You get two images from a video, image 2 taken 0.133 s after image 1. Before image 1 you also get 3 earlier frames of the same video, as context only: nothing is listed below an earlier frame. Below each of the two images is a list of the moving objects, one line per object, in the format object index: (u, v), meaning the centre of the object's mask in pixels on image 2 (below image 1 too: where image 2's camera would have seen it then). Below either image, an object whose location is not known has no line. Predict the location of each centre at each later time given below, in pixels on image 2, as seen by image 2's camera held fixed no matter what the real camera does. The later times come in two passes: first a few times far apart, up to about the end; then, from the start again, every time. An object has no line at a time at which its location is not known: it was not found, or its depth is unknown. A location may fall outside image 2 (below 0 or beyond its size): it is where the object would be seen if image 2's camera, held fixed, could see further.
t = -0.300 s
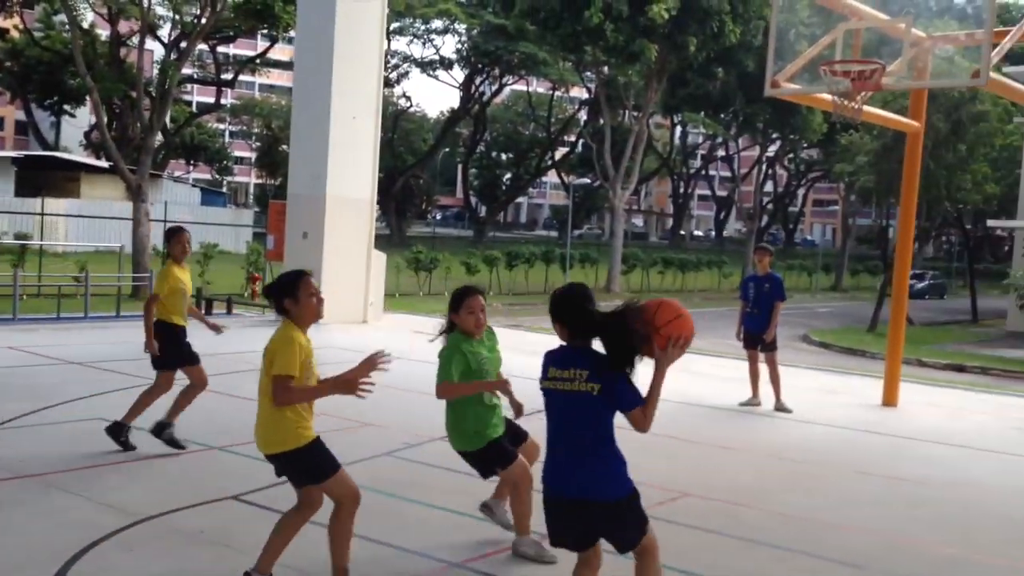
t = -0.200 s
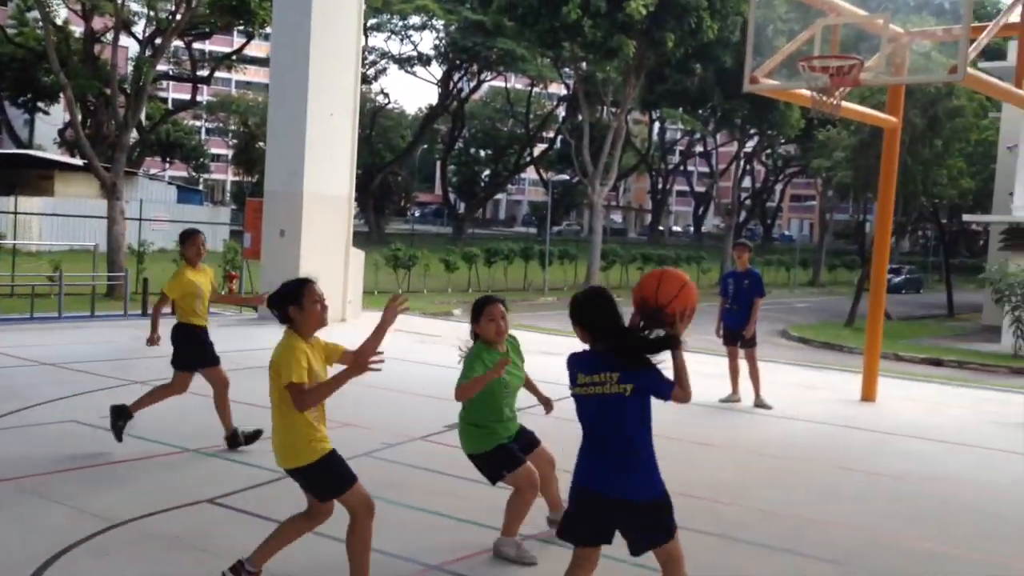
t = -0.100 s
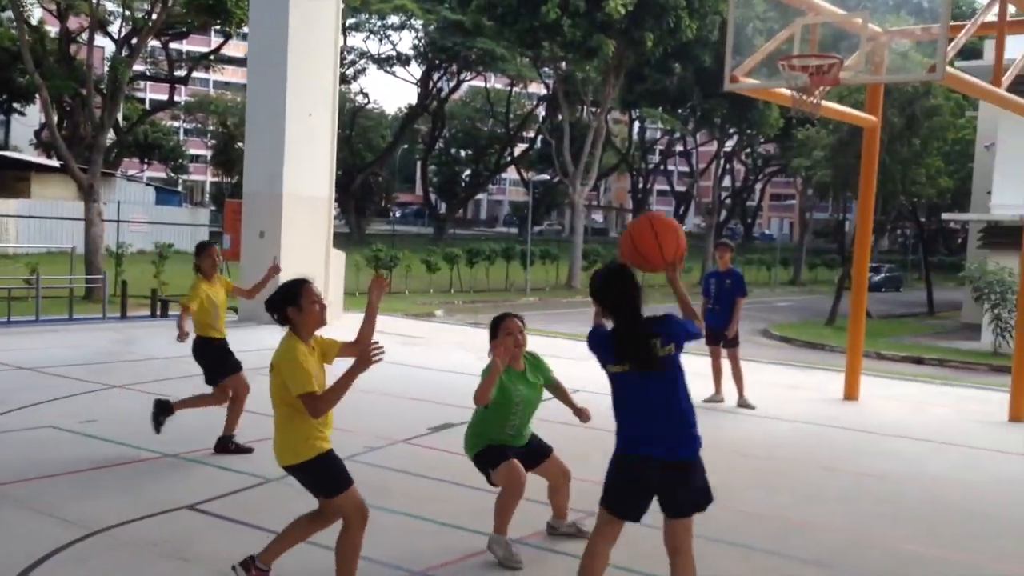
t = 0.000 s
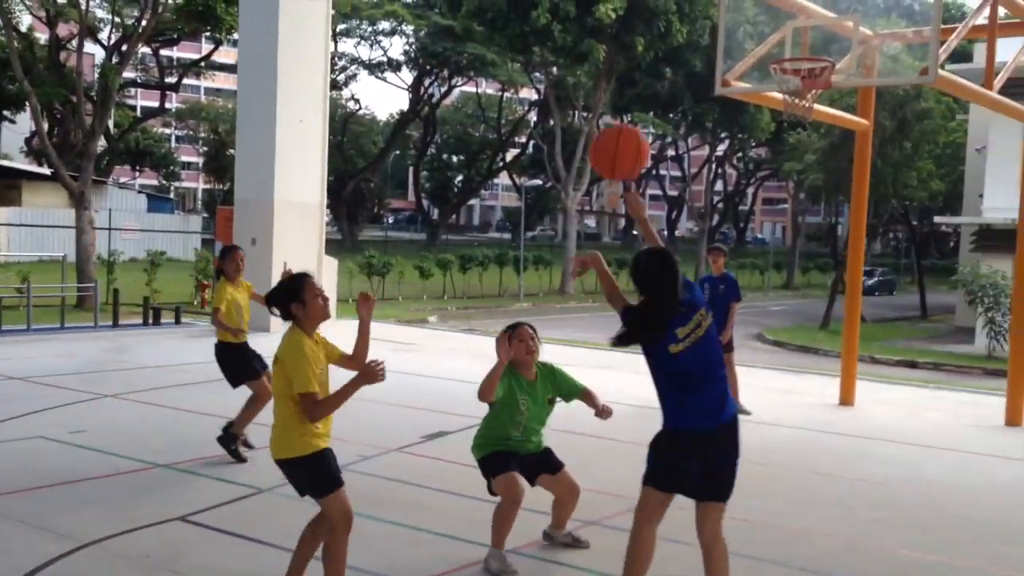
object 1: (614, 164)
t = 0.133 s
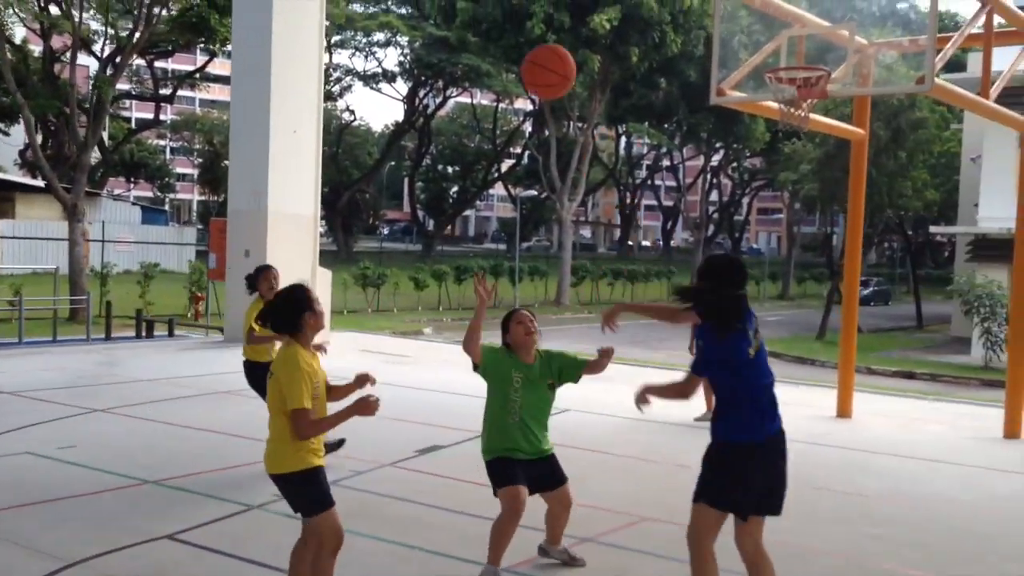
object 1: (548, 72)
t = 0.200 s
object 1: (518, 46)
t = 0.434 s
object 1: (430, 40)
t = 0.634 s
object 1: (374, 106)
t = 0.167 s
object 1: (533, 57)
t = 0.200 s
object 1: (518, 46)
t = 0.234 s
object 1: (503, 38)
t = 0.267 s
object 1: (489, 33)
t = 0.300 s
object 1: (477, 30)
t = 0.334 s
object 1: (467, 28)
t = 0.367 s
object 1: (455, 30)
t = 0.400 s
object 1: (443, 33)
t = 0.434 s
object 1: (430, 40)
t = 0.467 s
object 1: (420, 47)
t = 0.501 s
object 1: (410, 56)
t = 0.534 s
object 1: (400, 67)
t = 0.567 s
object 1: (391, 79)
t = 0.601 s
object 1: (384, 91)
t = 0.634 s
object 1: (374, 106)
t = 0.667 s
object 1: (365, 123)
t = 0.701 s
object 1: (356, 140)
